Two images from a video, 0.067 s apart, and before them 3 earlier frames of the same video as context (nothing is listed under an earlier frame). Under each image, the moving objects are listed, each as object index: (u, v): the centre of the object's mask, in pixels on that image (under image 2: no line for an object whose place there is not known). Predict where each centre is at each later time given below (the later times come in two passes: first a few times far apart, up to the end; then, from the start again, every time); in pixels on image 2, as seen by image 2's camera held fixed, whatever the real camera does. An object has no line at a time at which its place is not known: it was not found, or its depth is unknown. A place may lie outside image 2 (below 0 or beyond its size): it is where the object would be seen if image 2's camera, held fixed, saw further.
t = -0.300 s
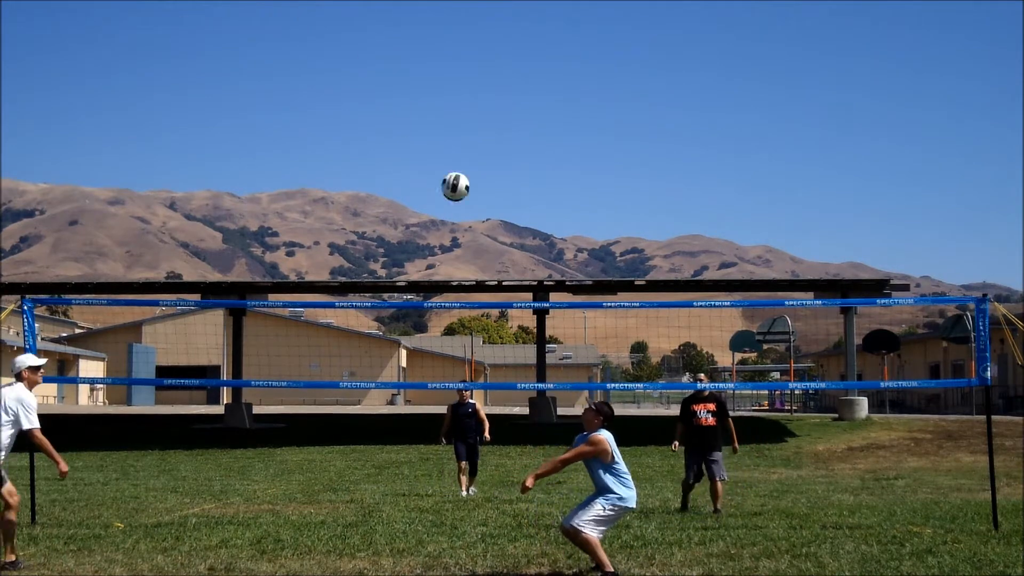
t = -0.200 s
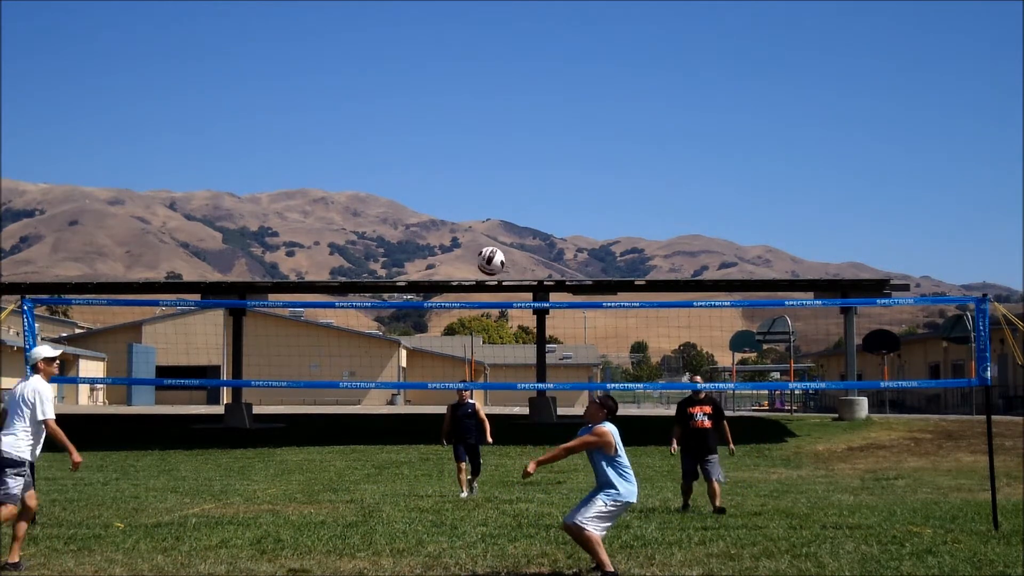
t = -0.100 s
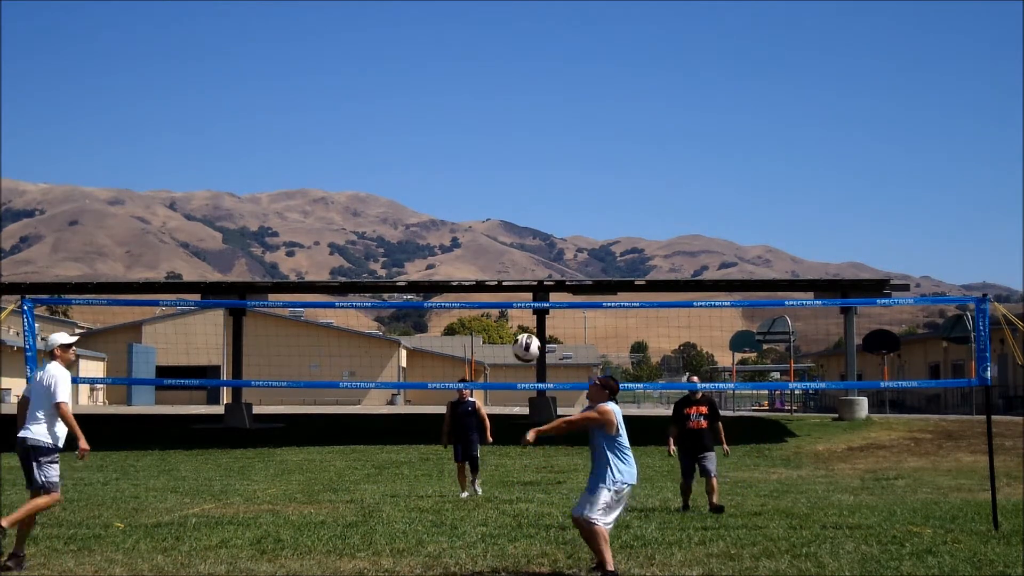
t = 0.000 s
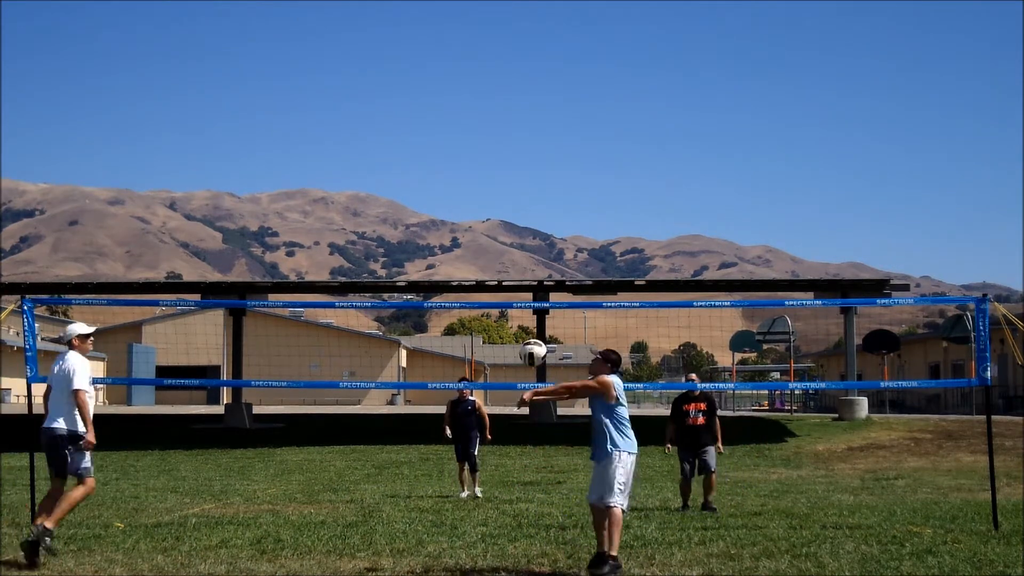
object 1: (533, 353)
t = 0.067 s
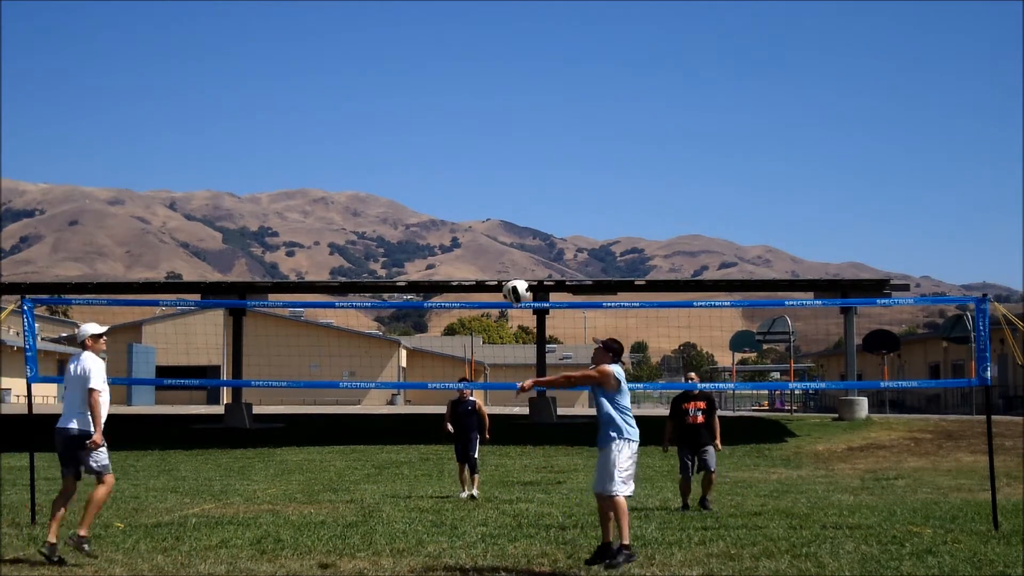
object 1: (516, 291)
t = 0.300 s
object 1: (466, 128)
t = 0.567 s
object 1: (420, 33)
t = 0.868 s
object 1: (383, 29)
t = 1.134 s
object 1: (358, 103)
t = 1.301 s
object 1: (347, 183)
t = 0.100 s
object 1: (509, 262)
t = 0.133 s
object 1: (500, 236)
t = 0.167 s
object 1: (493, 212)
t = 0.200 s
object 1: (486, 188)
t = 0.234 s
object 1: (479, 167)
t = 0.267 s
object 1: (472, 147)
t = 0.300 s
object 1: (466, 128)
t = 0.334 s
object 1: (460, 111)
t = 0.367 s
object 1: (454, 96)
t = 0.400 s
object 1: (448, 82)
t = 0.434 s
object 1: (442, 69)
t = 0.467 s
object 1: (436, 58)
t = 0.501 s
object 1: (431, 48)
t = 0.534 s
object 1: (425, 40)
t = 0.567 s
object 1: (420, 33)
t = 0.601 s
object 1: (416, 27)
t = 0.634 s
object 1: (411, 23)
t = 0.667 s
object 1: (406, 20)
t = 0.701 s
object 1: (402, 18)
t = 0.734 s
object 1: (398, 18)
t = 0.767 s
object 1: (394, 18)
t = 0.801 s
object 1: (390, 21)
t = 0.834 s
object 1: (386, 24)
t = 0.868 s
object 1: (383, 29)
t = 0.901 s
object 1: (379, 35)
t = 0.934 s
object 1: (376, 41)
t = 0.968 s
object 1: (373, 48)
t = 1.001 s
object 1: (369, 58)
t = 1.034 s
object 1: (366, 67)
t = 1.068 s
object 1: (363, 78)
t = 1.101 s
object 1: (360, 89)
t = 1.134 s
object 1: (358, 103)
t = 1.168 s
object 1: (356, 117)
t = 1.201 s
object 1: (353, 132)
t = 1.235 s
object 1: (351, 148)
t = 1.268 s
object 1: (349, 165)
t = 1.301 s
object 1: (347, 183)
